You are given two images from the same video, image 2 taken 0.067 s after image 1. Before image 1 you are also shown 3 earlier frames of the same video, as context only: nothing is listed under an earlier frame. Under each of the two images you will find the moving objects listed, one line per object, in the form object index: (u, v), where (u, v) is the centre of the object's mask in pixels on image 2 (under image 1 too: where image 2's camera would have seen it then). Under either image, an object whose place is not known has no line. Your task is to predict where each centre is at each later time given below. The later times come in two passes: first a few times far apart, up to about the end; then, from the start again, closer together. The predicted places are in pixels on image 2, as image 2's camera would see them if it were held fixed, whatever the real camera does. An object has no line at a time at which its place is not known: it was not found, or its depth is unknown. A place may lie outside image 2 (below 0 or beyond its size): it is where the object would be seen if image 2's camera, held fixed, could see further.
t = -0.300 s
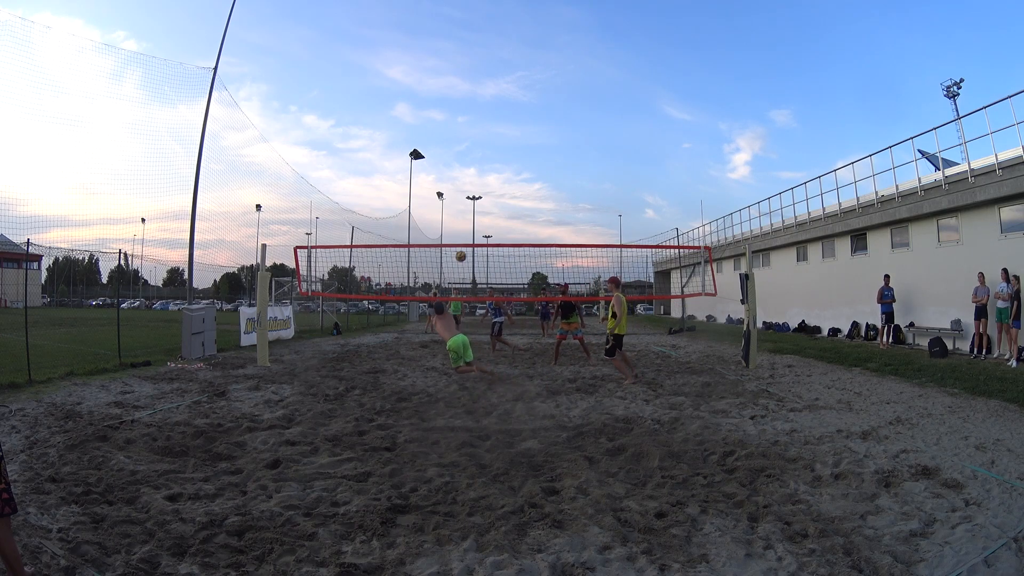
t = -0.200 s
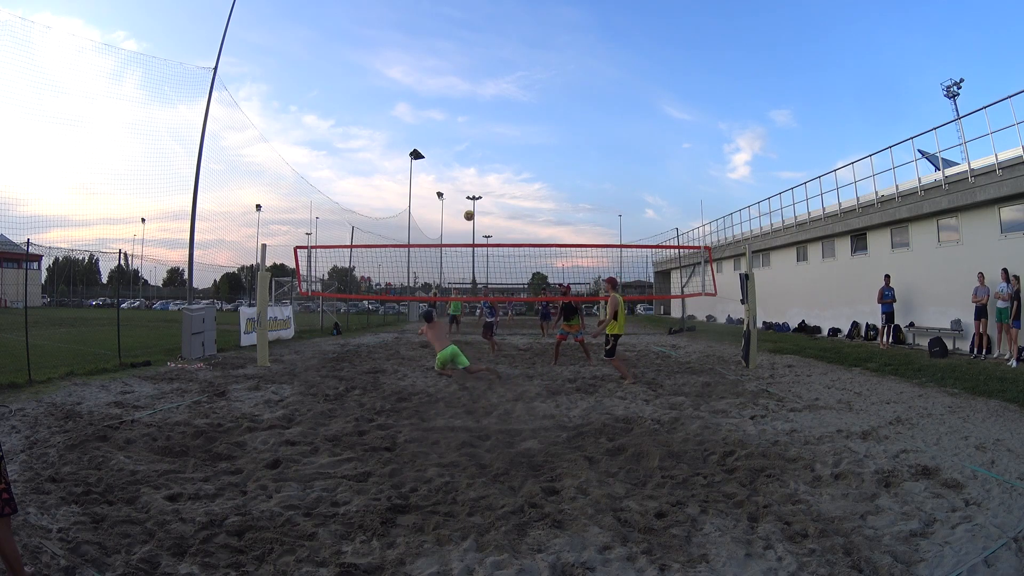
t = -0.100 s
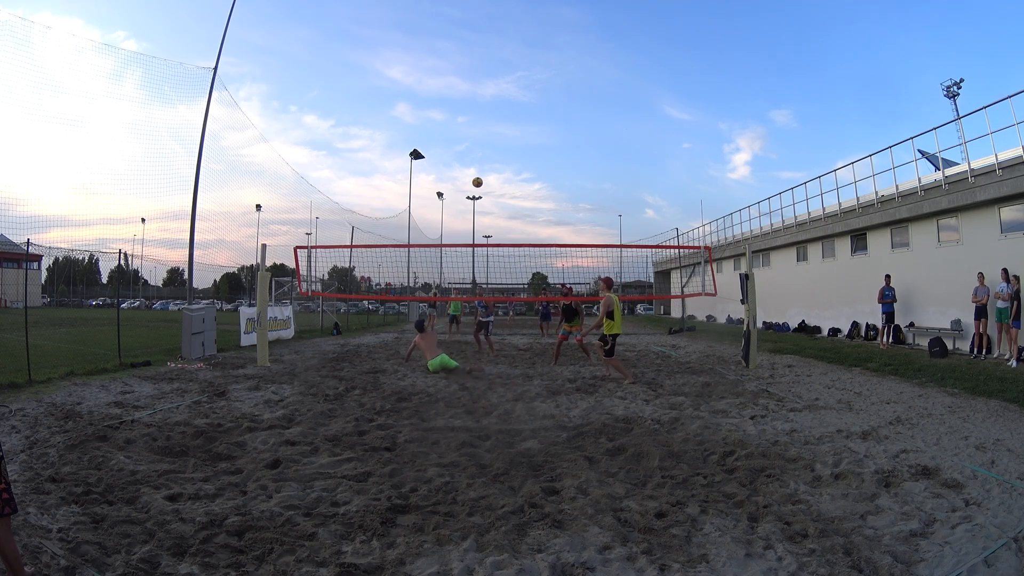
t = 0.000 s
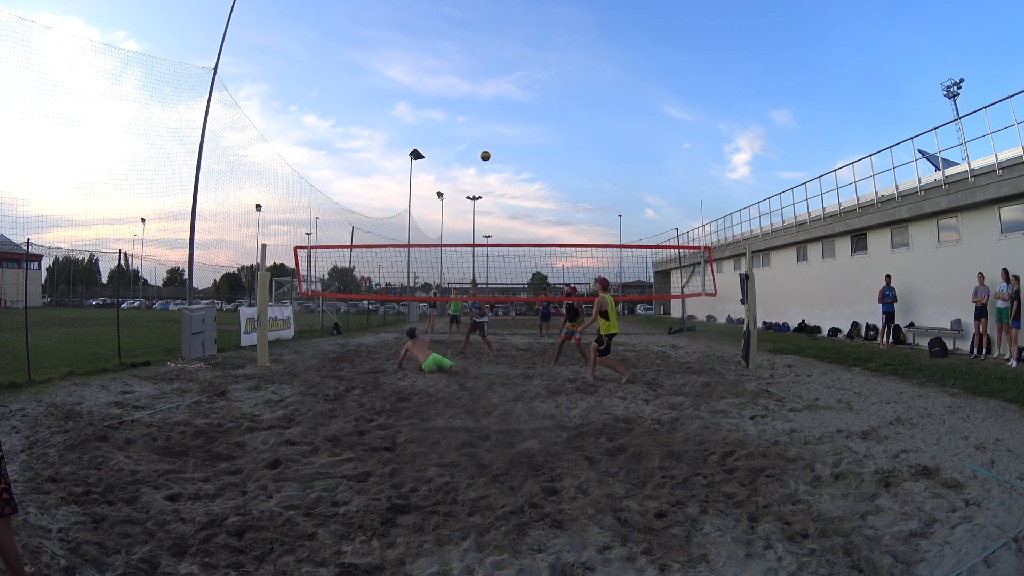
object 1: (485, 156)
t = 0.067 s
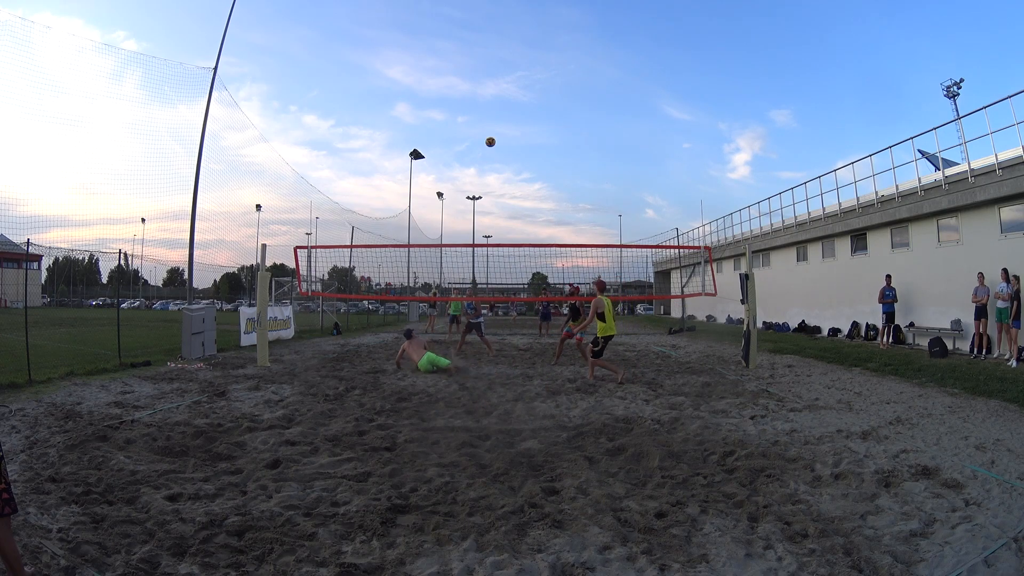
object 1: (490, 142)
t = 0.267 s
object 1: (504, 114)
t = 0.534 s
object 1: (521, 105)
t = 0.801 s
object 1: (537, 124)
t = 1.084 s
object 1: (552, 173)
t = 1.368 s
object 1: (564, 253)
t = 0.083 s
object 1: (491, 139)
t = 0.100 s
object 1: (493, 136)
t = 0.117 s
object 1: (494, 133)
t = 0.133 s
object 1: (495, 130)
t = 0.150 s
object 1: (496, 128)
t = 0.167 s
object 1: (497, 125)
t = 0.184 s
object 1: (498, 123)
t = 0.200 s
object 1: (500, 121)
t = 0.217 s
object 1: (501, 119)
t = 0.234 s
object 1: (502, 117)
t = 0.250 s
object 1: (503, 116)
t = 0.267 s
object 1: (504, 114)
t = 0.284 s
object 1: (505, 113)
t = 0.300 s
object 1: (506, 111)
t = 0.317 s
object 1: (508, 110)
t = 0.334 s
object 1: (508, 109)
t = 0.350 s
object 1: (510, 108)
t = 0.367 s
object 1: (511, 107)
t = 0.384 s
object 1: (512, 106)
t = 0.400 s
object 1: (513, 106)
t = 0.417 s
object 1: (514, 105)
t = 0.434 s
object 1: (515, 105)
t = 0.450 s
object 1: (516, 105)
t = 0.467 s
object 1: (517, 105)
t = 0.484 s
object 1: (518, 104)
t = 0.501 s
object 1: (519, 105)
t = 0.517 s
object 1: (520, 105)
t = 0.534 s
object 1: (521, 105)
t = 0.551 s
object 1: (522, 105)
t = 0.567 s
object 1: (523, 106)
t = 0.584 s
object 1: (524, 106)
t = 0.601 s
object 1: (525, 107)
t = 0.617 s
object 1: (526, 108)
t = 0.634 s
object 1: (527, 109)
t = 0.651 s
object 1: (528, 110)
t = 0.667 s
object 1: (529, 111)
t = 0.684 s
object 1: (530, 112)
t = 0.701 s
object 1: (531, 113)
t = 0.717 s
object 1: (532, 115)
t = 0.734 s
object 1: (533, 116)
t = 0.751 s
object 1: (534, 118)
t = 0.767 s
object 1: (535, 120)
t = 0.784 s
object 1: (536, 122)
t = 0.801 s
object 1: (537, 124)
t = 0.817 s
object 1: (538, 126)
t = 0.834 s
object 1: (539, 128)
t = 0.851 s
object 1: (539, 130)
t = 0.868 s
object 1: (540, 132)
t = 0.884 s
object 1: (541, 135)
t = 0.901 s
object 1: (542, 138)
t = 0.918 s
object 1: (543, 140)
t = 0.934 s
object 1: (544, 143)
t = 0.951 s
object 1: (545, 146)
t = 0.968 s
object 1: (546, 149)
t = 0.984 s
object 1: (547, 152)
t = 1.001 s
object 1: (547, 155)
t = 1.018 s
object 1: (548, 158)
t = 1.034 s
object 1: (549, 162)
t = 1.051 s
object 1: (550, 165)
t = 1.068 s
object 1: (551, 169)
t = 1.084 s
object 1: (552, 173)
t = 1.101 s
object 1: (553, 177)
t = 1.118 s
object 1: (553, 180)
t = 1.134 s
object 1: (554, 185)
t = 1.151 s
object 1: (555, 189)
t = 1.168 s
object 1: (556, 193)
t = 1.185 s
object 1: (556, 197)
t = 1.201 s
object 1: (557, 202)
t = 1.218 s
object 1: (558, 206)
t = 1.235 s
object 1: (559, 211)
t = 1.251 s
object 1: (559, 216)
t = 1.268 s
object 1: (560, 221)
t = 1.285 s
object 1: (561, 226)
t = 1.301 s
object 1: (562, 231)
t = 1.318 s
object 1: (562, 236)
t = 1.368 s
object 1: (564, 253)
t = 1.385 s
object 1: (565, 258)
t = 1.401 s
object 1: (566, 264)
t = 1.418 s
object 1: (566, 269)
